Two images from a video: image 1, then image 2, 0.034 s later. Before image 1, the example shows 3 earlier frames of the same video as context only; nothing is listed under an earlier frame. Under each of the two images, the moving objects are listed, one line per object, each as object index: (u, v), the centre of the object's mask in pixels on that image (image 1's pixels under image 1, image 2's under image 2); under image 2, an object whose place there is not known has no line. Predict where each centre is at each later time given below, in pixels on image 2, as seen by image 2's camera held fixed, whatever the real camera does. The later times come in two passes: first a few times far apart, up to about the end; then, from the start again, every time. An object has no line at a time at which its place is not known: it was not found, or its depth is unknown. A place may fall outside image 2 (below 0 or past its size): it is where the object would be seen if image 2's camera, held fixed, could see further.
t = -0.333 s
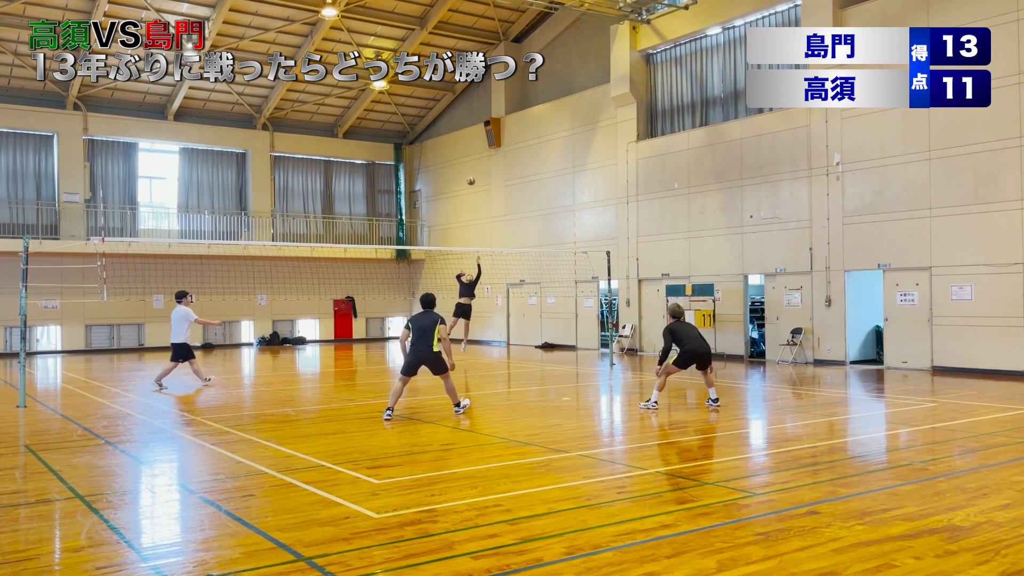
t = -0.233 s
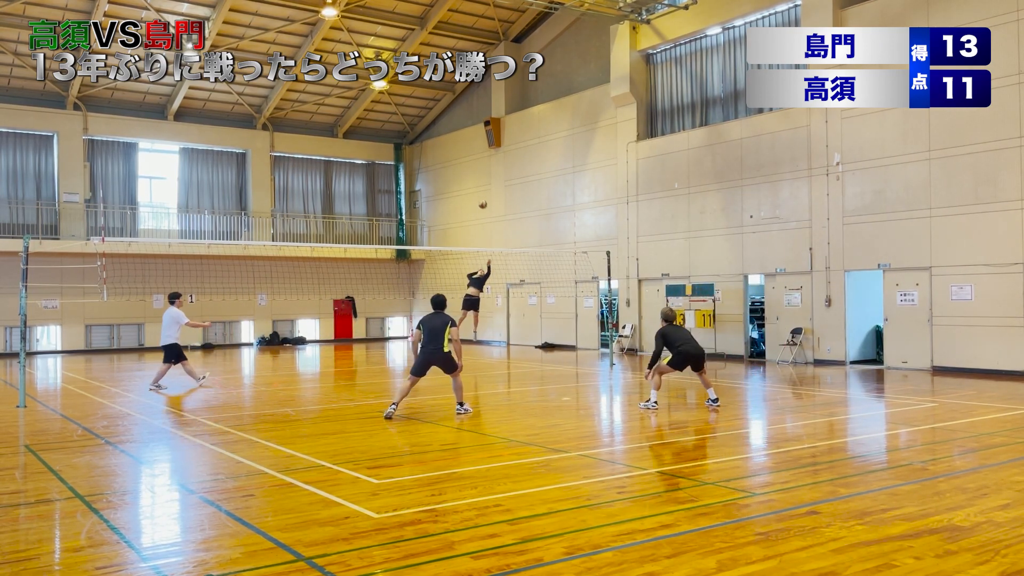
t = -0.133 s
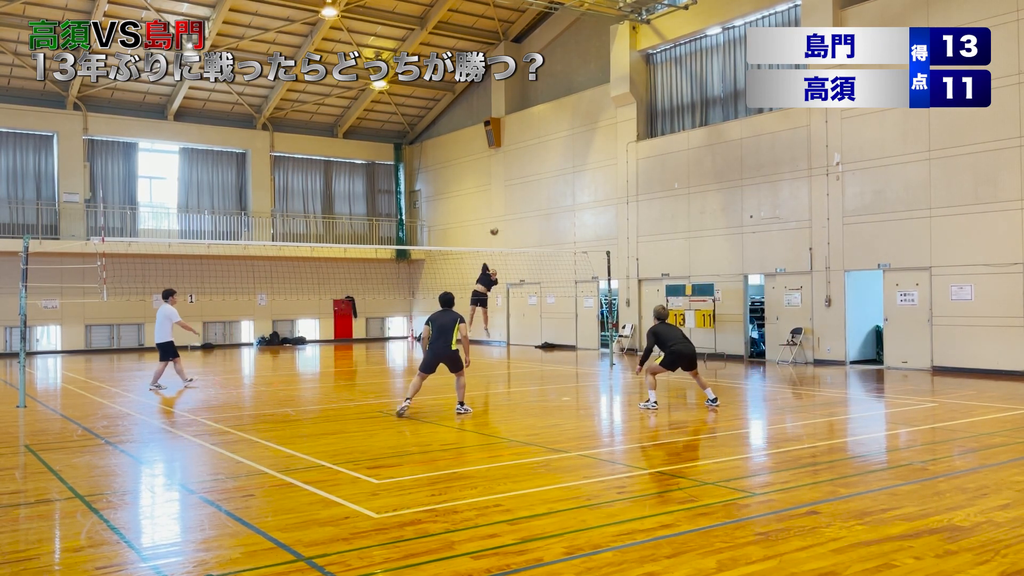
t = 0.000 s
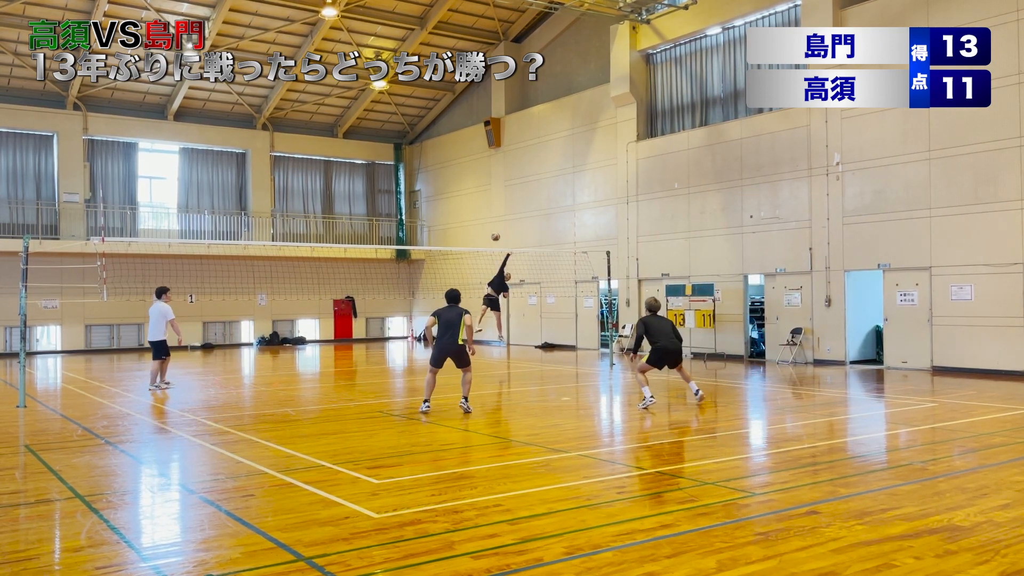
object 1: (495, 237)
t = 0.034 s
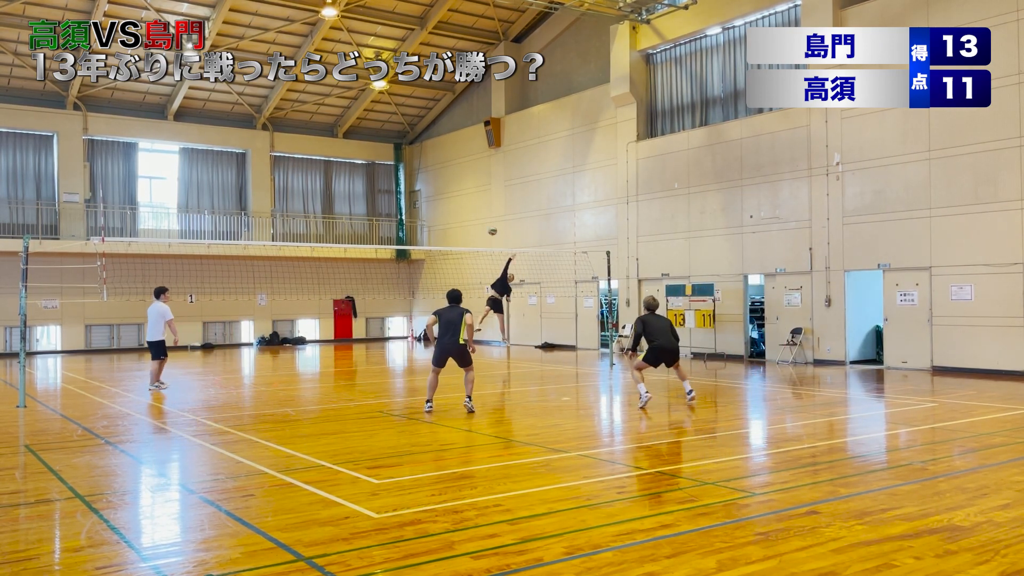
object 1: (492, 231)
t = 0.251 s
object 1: (468, 201)
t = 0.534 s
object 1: (422, 197)
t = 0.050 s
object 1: (491, 228)
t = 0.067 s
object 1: (489, 225)
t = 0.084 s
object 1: (487, 222)
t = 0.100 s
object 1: (486, 220)
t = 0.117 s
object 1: (484, 217)
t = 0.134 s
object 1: (482, 215)
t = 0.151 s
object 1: (480, 213)
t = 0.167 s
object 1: (478, 210)
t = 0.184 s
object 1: (476, 209)
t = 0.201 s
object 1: (474, 206)
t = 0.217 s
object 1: (472, 204)
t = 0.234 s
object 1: (470, 203)
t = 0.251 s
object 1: (468, 201)
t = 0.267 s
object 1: (466, 200)
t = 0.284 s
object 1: (463, 198)
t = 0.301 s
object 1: (461, 197)
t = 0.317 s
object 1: (459, 196)
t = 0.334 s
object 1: (456, 195)
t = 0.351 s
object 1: (454, 194)
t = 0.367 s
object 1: (451, 194)
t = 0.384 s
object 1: (449, 193)
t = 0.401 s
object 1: (446, 192)
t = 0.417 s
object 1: (443, 192)
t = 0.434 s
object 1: (440, 192)
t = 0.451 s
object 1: (437, 193)
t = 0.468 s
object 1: (435, 193)
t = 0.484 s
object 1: (432, 194)
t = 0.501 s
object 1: (429, 194)
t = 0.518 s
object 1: (425, 196)
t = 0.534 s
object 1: (422, 197)
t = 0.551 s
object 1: (418, 198)
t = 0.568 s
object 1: (415, 200)
